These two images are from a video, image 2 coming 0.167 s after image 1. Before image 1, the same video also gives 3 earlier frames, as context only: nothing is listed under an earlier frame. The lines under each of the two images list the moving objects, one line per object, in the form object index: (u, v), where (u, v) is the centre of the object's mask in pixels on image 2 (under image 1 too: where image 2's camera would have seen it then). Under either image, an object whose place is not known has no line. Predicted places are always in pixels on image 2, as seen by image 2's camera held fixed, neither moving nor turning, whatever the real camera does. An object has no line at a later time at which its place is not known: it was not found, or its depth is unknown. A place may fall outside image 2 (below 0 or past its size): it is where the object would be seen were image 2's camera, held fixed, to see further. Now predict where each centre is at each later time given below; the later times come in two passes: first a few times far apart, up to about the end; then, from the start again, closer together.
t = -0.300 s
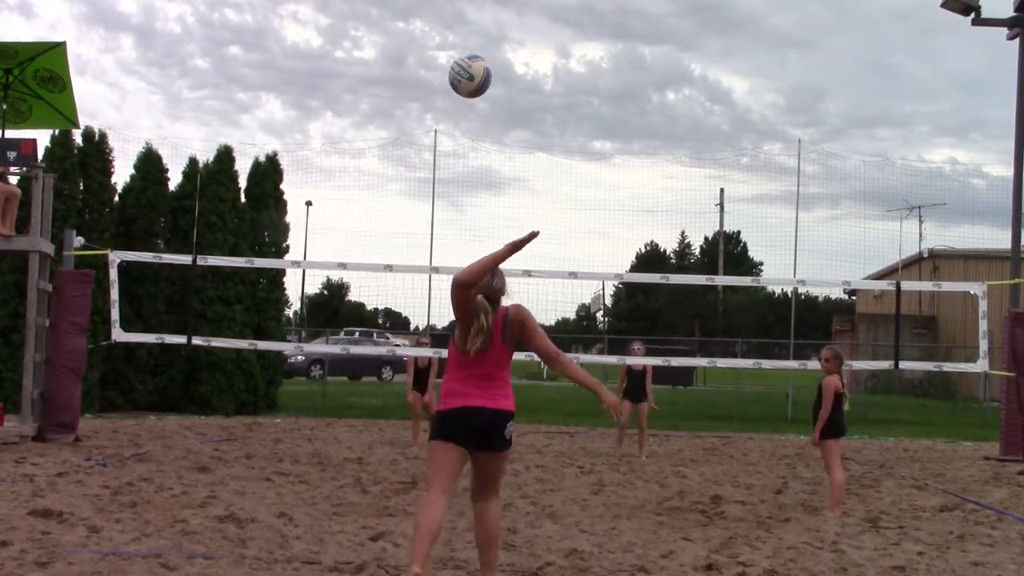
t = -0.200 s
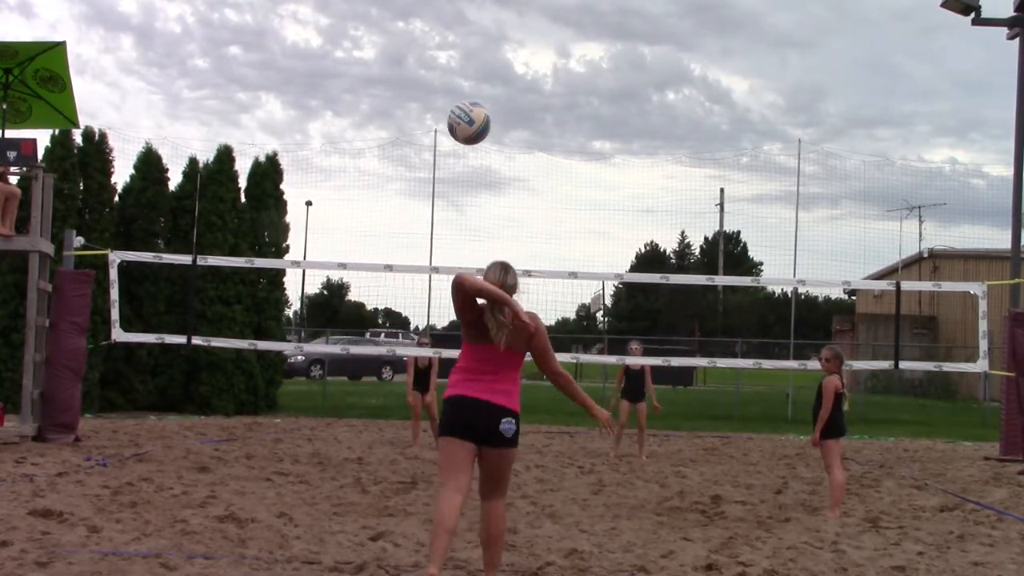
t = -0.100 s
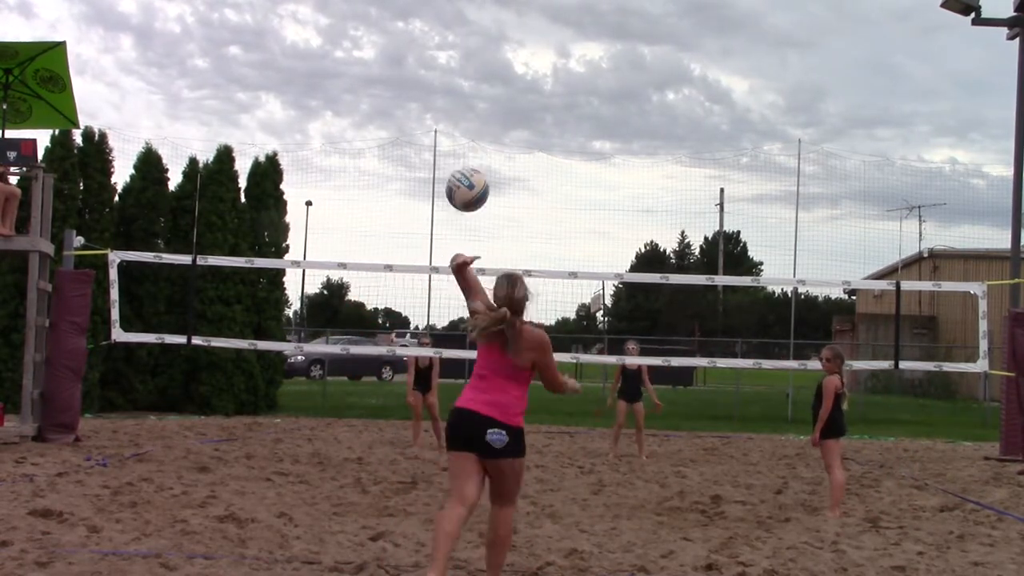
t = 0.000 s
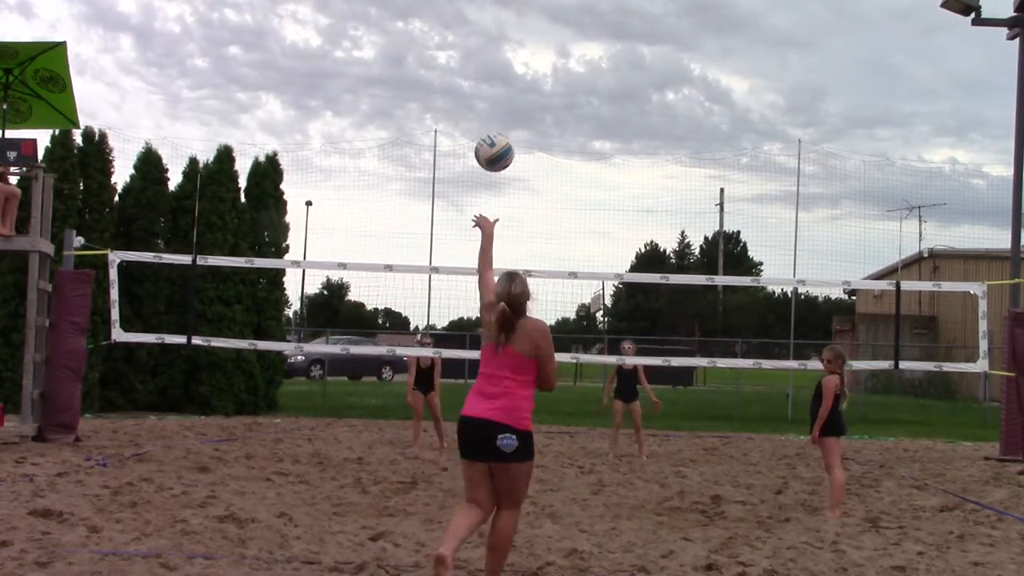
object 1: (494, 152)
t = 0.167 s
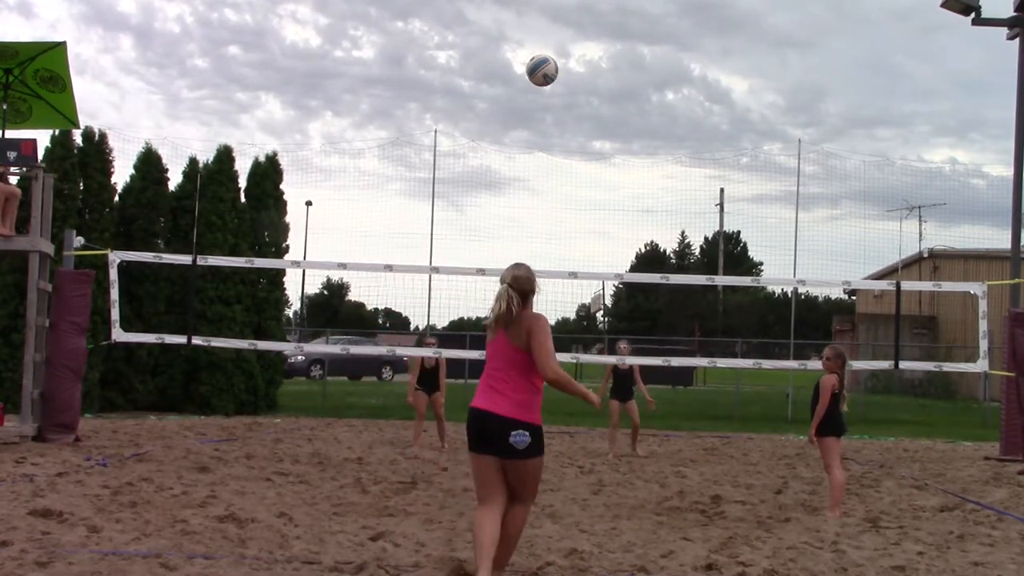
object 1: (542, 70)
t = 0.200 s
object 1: (549, 62)
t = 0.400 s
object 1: (582, 48)
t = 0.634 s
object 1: (610, 84)
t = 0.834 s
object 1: (629, 141)
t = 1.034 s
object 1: (647, 215)
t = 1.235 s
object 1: (663, 304)
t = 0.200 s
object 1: (549, 62)
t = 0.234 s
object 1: (556, 56)
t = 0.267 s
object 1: (562, 51)
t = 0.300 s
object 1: (568, 48)
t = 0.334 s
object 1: (572, 46)
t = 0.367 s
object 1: (577, 47)
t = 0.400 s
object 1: (582, 48)
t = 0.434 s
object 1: (587, 50)
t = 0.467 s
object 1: (591, 54)
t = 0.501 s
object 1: (595, 58)
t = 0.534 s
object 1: (599, 63)
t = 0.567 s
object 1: (603, 69)
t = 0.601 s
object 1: (607, 76)
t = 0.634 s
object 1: (610, 84)
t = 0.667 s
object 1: (614, 92)
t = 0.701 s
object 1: (617, 101)
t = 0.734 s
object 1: (620, 110)
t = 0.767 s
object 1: (624, 120)
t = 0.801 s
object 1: (627, 130)
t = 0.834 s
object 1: (629, 141)
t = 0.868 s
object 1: (632, 152)
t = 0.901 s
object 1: (635, 164)
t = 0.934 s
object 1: (638, 176)
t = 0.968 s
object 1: (641, 189)
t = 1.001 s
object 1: (643, 202)
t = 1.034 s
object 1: (647, 215)
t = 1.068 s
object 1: (650, 229)
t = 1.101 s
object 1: (652, 242)
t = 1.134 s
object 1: (655, 258)
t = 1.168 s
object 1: (658, 269)
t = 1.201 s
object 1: (661, 288)
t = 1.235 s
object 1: (663, 304)
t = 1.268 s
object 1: (665, 320)
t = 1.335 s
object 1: (670, 351)
